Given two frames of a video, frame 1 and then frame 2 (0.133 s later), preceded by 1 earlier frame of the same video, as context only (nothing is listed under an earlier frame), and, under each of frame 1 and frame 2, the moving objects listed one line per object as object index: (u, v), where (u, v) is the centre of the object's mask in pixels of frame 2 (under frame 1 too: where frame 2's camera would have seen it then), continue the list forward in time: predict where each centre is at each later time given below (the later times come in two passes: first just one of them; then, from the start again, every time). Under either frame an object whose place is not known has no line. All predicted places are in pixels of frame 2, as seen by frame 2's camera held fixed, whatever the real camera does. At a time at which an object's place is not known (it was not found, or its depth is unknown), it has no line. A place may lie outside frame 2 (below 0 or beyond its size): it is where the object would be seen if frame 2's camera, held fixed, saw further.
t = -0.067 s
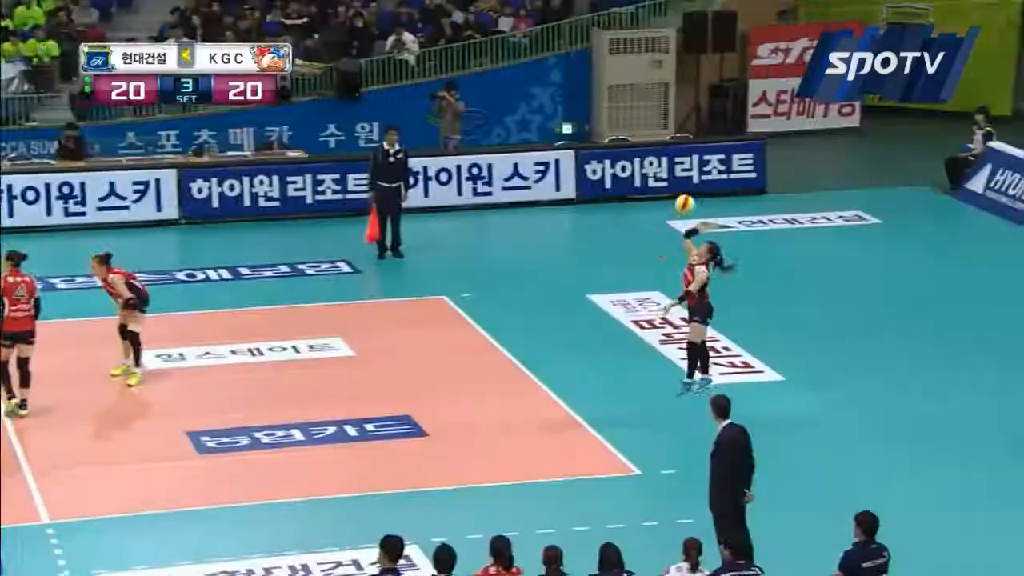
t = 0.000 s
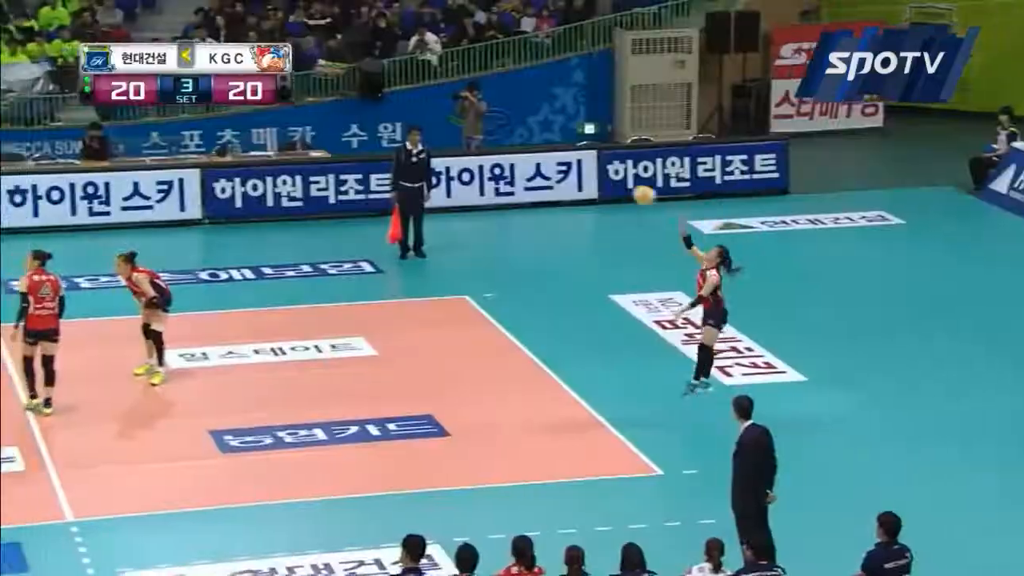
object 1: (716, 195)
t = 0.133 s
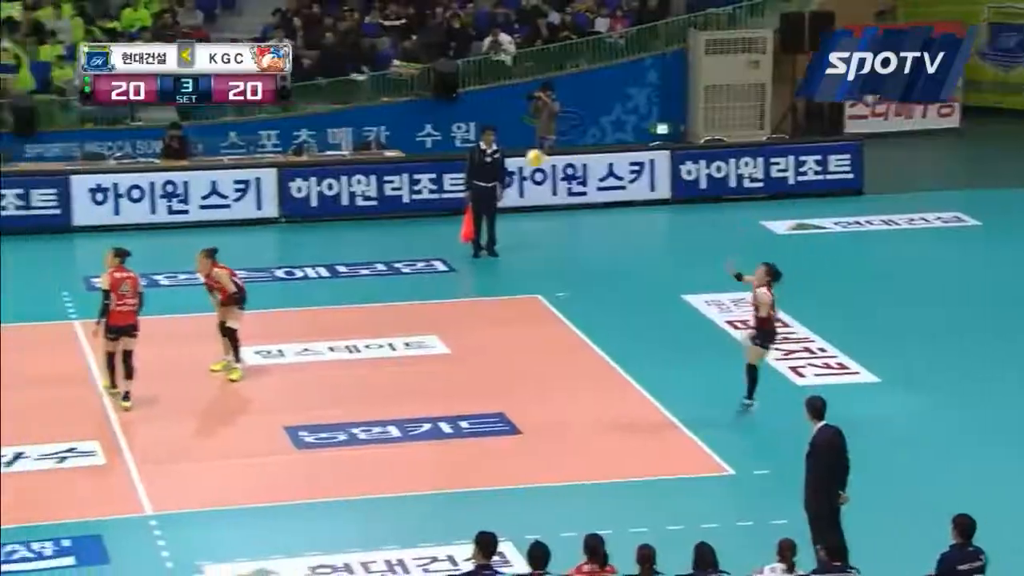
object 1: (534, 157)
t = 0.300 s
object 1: (321, 131)
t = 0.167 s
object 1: (491, 151)
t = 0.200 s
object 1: (448, 146)
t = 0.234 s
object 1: (405, 140)
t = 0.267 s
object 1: (364, 136)
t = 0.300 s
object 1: (321, 131)
